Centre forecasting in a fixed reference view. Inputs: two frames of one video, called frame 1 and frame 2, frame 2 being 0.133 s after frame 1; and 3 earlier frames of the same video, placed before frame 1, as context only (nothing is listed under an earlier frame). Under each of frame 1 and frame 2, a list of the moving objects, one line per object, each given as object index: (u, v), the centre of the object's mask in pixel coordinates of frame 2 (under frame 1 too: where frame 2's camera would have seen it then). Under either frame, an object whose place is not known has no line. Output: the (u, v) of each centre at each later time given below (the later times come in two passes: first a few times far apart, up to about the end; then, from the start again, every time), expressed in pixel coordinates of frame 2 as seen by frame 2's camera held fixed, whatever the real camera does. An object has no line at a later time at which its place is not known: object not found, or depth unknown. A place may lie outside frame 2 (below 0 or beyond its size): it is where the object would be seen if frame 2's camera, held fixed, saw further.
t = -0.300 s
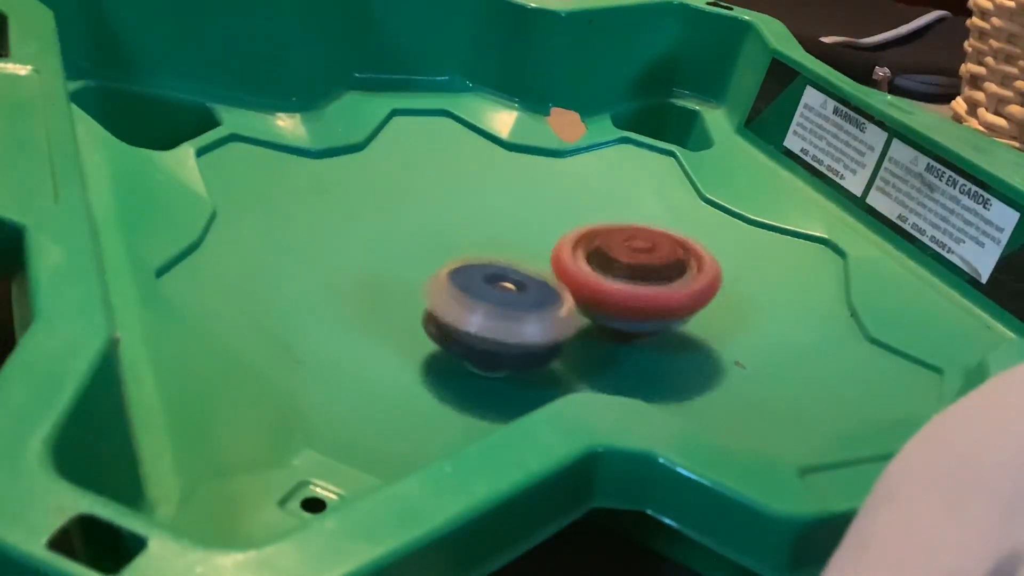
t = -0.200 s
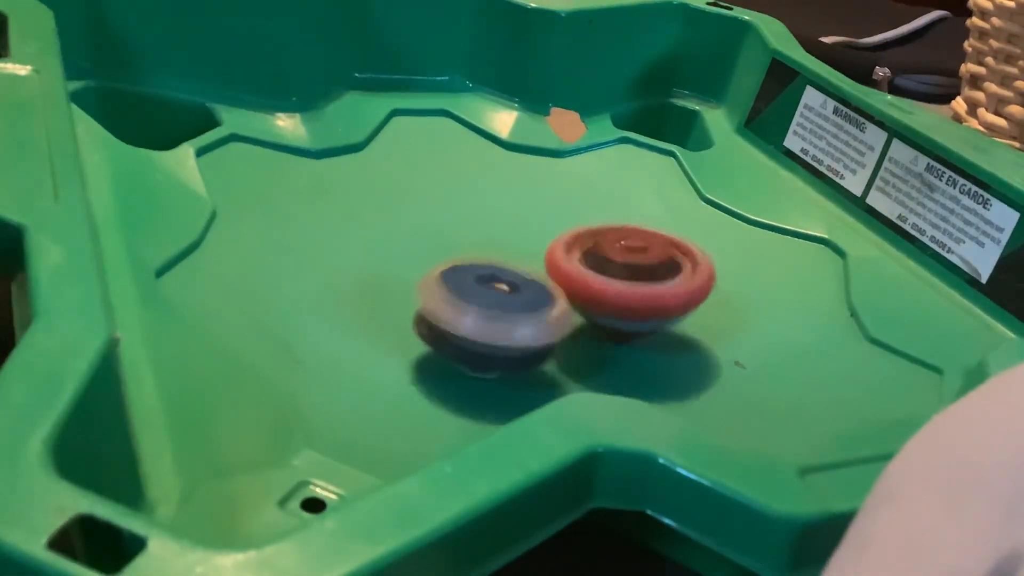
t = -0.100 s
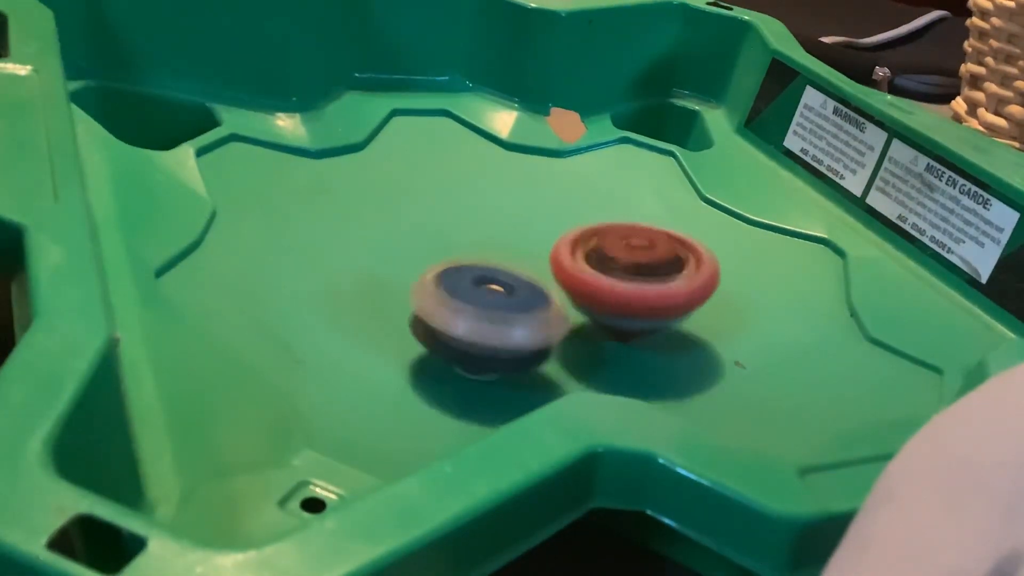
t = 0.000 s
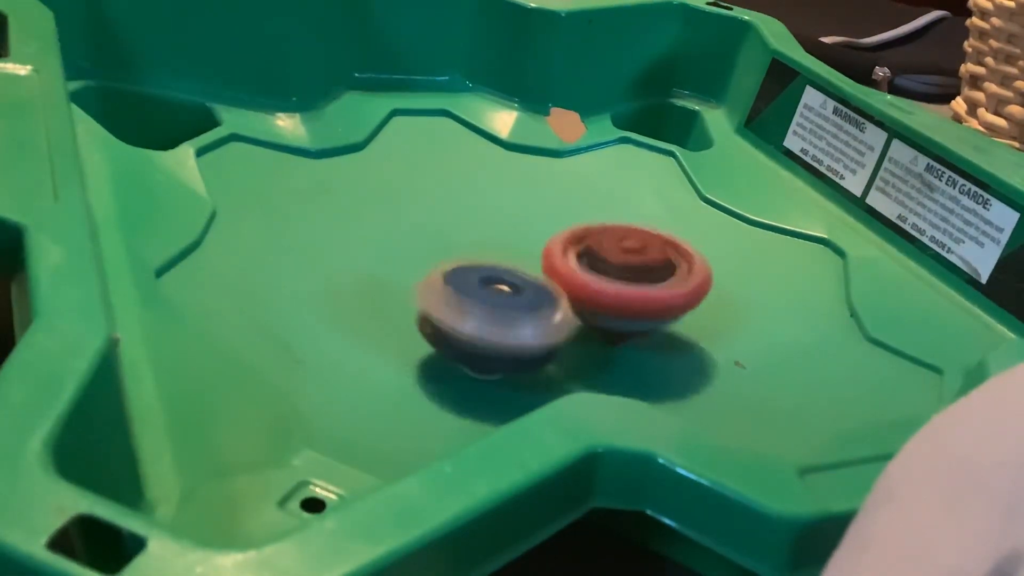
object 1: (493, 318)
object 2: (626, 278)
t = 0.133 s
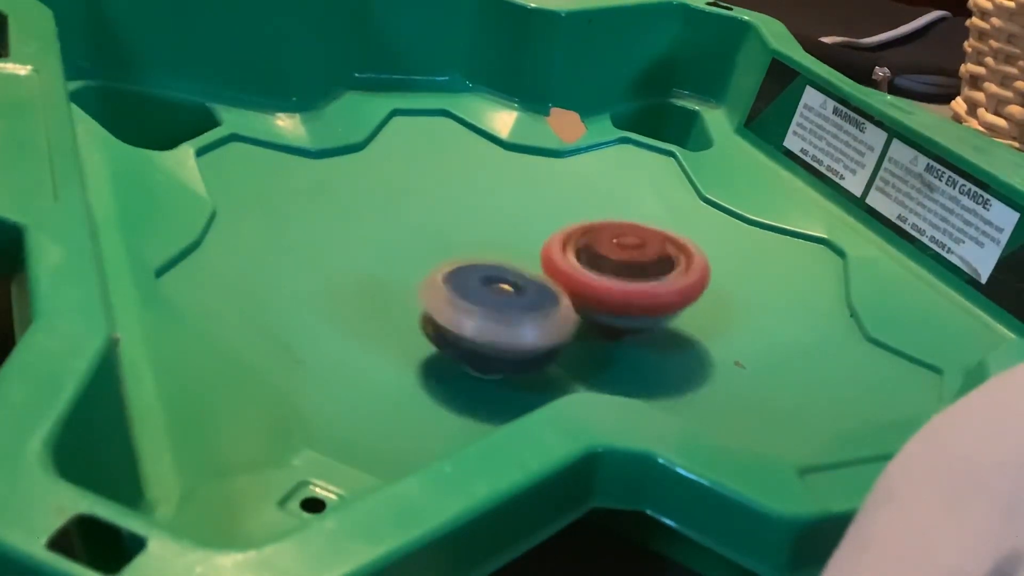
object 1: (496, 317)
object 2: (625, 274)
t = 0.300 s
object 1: (499, 315)
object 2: (624, 270)
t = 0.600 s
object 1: (505, 312)
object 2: (632, 268)
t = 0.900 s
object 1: (511, 314)
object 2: (641, 273)
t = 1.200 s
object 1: (509, 321)
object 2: (636, 276)
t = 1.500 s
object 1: (511, 322)
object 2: (610, 260)
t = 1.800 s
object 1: (505, 317)
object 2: (602, 254)
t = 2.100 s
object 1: (513, 318)
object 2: (606, 252)
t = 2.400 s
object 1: (522, 327)
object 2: (614, 257)
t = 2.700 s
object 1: (520, 331)
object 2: (620, 267)
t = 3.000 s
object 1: (511, 328)
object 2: (606, 262)
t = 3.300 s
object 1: (520, 323)
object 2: (592, 246)
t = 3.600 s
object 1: (534, 323)
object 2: (586, 239)
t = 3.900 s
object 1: (533, 329)
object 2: (584, 245)
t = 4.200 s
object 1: (518, 333)
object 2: (595, 258)
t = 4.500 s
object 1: (506, 339)
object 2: (589, 258)
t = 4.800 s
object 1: (514, 327)
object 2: (605, 271)
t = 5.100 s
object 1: (474, 371)
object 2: (589, 226)
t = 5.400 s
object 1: (501, 350)
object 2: (513, 262)
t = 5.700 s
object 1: (510, 356)
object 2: (538, 254)
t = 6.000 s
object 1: (562, 328)
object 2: (545, 246)
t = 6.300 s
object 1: (564, 349)
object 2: (562, 260)
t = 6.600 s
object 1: (480, 337)
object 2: (569, 271)
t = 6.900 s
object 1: (475, 320)
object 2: (575, 271)
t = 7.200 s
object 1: (474, 319)
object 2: (571, 270)
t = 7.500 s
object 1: (474, 319)
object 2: (571, 270)
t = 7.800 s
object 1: (474, 319)
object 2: (571, 270)
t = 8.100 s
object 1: (474, 319)
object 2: (571, 270)
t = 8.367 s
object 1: (474, 319)
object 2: (571, 270)
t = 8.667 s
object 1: (474, 319)
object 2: (571, 270)
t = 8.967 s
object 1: (474, 319)
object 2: (571, 270)
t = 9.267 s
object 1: (473, 319)
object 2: (571, 270)
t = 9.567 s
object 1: (473, 319)
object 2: (571, 270)
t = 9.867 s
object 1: (474, 319)
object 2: (571, 270)
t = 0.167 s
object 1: (497, 317)
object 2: (625, 274)
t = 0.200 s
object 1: (498, 316)
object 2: (624, 273)
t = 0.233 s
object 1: (498, 316)
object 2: (624, 272)
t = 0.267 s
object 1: (499, 316)
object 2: (624, 271)
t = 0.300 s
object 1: (499, 315)
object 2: (624, 270)
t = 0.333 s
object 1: (501, 315)
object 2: (625, 270)
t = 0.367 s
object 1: (503, 314)
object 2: (626, 269)
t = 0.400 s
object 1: (503, 314)
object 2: (627, 269)
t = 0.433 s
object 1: (503, 313)
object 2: (628, 268)
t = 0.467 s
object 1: (504, 313)
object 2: (628, 268)
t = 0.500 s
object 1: (504, 312)
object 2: (630, 268)
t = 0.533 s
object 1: (504, 312)
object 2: (631, 268)
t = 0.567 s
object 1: (505, 311)
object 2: (631, 268)
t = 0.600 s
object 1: (505, 312)
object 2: (632, 268)
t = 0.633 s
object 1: (503, 312)
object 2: (636, 267)
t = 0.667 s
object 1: (503, 312)
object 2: (637, 267)
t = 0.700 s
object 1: (505, 312)
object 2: (641, 268)
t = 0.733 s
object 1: (506, 311)
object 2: (638, 268)
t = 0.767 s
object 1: (510, 311)
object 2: (639, 270)
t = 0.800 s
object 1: (511, 312)
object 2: (639, 270)
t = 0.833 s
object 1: (510, 312)
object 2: (639, 271)
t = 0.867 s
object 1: (511, 313)
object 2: (640, 272)
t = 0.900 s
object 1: (511, 314)
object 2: (641, 273)
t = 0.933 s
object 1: (509, 315)
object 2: (643, 274)
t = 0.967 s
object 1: (509, 315)
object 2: (644, 274)
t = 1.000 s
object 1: (509, 315)
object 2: (642, 275)
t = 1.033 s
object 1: (506, 318)
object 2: (643, 276)
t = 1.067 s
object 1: (505, 319)
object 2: (645, 276)
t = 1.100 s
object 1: (504, 320)
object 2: (645, 275)
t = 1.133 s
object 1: (506, 320)
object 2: (644, 276)
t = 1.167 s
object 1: (507, 321)
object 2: (640, 276)
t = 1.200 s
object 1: (509, 321)
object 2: (636, 276)
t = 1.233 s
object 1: (509, 322)
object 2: (632, 275)
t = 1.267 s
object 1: (508, 323)
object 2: (630, 273)
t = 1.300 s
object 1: (508, 324)
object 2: (628, 271)
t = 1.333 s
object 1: (510, 324)
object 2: (625, 270)
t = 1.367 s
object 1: (509, 325)
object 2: (622, 268)
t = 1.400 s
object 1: (509, 324)
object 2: (620, 267)
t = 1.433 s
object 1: (510, 324)
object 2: (617, 263)
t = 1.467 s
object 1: (511, 324)
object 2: (615, 262)
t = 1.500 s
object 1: (511, 322)
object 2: (610, 260)
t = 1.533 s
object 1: (509, 323)
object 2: (610, 257)
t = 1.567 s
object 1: (506, 324)
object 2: (610, 256)
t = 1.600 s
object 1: (505, 323)
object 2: (611, 254)
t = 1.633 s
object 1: (505, 323)
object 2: (611, 253)
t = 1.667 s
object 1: (504, 322)
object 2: (610, 252)
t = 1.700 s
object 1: (505, 321)
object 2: (610, 252)
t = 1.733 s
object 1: (506, 319)
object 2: (608, 252)
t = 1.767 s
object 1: (507, 317)
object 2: (605, 254)
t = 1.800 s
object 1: (505, 317)
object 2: (602, 254)
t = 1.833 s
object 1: (504, 316)
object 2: (601, 253)
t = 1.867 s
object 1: (506, 317)
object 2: (602, 253)
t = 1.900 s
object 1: (507, 317)
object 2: (602, 252)
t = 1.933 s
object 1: (507, 317)
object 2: (603, 252)
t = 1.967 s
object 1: (507, 318)
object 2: (605, 251)
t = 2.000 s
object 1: (509, 317)
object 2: (605, 251)
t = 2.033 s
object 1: (511, 318)
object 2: (606, 251)
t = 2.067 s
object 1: (513, 317)
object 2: (606, 251)
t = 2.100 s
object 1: (513, 318)
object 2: (606, 252)
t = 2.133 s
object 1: (515, 319)
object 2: (607, 252)
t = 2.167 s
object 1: (517, 320)
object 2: (607, 252)
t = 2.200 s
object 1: (515, 321)
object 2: (608, 253)
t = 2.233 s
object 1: (516, 321)
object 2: (610, 253)
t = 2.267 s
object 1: (518, 323)
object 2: (611, 254)
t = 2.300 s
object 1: (519, 322)
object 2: (612, 254)
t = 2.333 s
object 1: (521, 324)
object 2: (610, 256)
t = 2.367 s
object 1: (522, 325)
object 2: (613, 257)
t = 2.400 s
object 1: (522, 327)
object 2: (614, 257)
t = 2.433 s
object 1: (523, 327)
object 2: (615, 258)
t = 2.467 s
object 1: (524, 328)
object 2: (614, 260)
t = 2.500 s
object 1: (520, 330)
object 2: (616, 261)
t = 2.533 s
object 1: (519, 332)
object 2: (619, 261)
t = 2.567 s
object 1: (519, 333)
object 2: (622, 262)
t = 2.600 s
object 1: (520, 332)
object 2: (623, 262)
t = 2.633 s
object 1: (520, 333)
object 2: (623, 263)
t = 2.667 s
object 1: (521, 331)
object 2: (621, 264)
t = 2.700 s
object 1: (520, 331)
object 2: (620, 267)
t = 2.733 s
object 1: (521, 331)
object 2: (619, 268)
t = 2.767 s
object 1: (518, 333)
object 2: (617, 267)
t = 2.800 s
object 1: (517, 332)
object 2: (616, 267)
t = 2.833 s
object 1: (515, 332)
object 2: (614, 267)
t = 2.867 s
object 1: (514, 330)
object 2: (613, 266)
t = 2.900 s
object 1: (511, 330)
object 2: (611, 266)
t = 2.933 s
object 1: (513, 328)
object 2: (610, 262)
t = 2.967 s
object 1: (511, 329)
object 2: (608, 264)
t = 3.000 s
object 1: (511, 328)
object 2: (606, 262)
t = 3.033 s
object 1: (509, 328)
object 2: (605, 259)
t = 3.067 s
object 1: (510, 328)
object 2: (605, 257)
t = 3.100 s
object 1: (510, 327)
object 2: (604, 255)
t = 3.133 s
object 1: (513, 325)
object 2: (602, 255)
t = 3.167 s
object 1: (513, 325)
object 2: (599, 253)
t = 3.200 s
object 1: (516, 324)
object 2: (597, 251)
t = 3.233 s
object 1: (517, 324)
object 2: (596, 249)
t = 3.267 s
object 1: (519, 323)
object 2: (593, 247)
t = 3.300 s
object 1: (520, 323)
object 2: (592, 246)
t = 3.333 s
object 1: (521, 323)
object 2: (591, 243)
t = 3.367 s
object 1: (523, 324)
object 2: (592, 241)
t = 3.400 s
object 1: (527, 323)
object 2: (591, 239)
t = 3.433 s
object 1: (527, 322)
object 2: (591, 238)
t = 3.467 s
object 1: (530, 322)
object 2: (589, 239)
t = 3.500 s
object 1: (531, 321)
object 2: (589, 238)
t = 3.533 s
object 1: (531, 322)
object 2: (587, 238)
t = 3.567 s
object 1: (532, 322)
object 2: (588, 238)
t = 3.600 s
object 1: (534, 323)
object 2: (586, 239)
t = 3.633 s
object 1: (535, 324)
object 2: (585, 238)
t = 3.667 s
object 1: (535, 326)
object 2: (585, 238)
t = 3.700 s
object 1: (535, 325)
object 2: (586, 238)
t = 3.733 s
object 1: (535, 326)
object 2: (585, 239)
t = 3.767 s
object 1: (536, 326)
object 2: (585, 241)
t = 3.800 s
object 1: (536, 327)
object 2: (584, 241)
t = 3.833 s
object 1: (535, 328)
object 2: (583, 243)
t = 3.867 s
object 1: (534, 328)
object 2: (585, 243)
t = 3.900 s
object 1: (533, 329)
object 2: (584, 245)
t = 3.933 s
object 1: (533, 330)
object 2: (585, 246)
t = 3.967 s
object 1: (529, 332)
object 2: (586, 247)
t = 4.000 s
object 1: (530, 332)
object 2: (587, 248)
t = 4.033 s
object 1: (528, 332)
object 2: (588, 249)
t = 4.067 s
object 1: (526, 333)
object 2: (590, 251)
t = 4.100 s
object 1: (525, 333)
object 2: (590, 252)
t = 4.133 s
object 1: (521, 334)
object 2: (589, 254)
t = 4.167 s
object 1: (521, 333)
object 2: (592, 255)
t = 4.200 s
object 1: (518, 333)
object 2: (595, 258)
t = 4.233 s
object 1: (517, 335)
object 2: (596, 260)
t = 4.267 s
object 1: (515, 334)
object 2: (598, 260)
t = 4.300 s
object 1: (514, 335)
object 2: (598, 262)
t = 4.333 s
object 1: (514, 334)
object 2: (596, 263)
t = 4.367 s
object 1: (511, 335)
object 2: (595, 261)
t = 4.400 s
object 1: (507, 337)
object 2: (595, 262)
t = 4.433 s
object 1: (506, 338)
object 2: (592, 261)
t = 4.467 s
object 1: (506, 339)
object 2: (589, 258)
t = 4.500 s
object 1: (506, 339)
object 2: (589, 258)
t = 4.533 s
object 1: (504, 338)
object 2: (593, 263)
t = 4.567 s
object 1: (504, 339)
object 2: (600, 270)
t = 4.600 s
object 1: (504, 337)
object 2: (608, 275)
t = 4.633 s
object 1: (504, 337)
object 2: (609, 279)
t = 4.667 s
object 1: (507, 335)
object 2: (610, 280)
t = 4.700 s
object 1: (507, 333)
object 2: (608, 276)
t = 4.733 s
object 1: (509, 332)
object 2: (606, 273)
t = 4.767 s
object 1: (513, 330)
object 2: (603, 271)
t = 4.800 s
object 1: (514, 327)
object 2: (605, 271)
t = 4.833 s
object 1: (510, 327)
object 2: (605, 268)
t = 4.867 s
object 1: (502, 348)
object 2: (600, 259)
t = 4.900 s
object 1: (492, 355)
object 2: (602, 251)
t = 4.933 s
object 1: (485, 364)
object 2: (602, 238)
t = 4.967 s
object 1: (485, 368)
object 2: (601, 231)
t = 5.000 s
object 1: (484, 370)
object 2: (599, 225)
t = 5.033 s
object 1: (479, 371)
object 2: (597, 223)
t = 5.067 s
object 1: (476, 371)
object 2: (594, 222)
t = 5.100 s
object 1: (474, 371)
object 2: (589, 226)
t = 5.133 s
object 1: (471, 370)
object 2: (584, 228)
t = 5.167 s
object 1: (472, 368)
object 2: (578, 234)
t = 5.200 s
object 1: (472, 365)
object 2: (567, 239)
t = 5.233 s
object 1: (474, 363)
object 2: (554, 243)
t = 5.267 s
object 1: (480, 359)
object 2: (541, 255)
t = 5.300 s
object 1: (485, 355)
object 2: (531, 257)
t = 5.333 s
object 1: (492, 352)
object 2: (524, 262)
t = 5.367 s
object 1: (501, 350)
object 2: (514, 258)
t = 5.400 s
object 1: (501, 350)
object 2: (513, 262)
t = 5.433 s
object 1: (499, 352)
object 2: (517, 264)
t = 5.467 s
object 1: (504, 353)
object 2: (518, 270)
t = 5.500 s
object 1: (509, 355)
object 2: (525, 268)
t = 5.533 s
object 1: (509, 354)
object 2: (527, 263)
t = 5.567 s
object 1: (508, 355)
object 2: (528, 258)
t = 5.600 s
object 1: (508, 357)
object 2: (530, 256)
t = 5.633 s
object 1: (507, 357)
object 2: (532, 254)
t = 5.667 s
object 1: (508, 358)
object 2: (534, 256)
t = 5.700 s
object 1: (510, 356)
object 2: (538, 254)
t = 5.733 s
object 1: (514, 353)
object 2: (544, 255)
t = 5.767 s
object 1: (519, 347)
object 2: (546, 252)
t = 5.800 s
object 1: (523, 344)
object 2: (543, 253)
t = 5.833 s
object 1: (526, 341)
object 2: (543, 254)
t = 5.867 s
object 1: (536, 341)
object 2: (541, 253)
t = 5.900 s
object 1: (544, 337)
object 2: (541, 250)
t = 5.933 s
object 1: (552, 332)
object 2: (537, 247)
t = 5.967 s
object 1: (560, 331)
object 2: (542, 247)
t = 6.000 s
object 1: (562, 328)
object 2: (545, 246)
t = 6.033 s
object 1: (563, 328)
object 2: (548, 248)
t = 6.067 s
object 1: (566, 331)
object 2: (550, 252)
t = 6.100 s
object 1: (567, 334)
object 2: (554, 255)
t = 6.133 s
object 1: (569, 336)
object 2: (554, 258)
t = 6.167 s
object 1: (570, 341)
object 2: (555, 263)
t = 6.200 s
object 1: (569, 343)
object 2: (558, 266)
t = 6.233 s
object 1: (568, 347)
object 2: (558, 264)
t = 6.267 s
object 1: (568, 348)
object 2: (560, 261)
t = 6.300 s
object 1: (564, 349)
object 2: (562, 260)
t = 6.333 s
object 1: (558, 348)
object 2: (562, 259)
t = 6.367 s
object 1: (551, 348)
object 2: (562, 258)
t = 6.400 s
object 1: (546, 349)
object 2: (561, 258)
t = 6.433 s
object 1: (538, 350)
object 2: (560, 260)
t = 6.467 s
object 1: (530, 351)
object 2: (561, 261)
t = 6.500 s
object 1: (514, 346)
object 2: (564, 260)
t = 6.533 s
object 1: (501, 342)
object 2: (568, 262)
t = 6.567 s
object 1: (490, 339)
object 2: (569, 265)
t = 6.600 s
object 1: (480, 337)
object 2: (569, 271)
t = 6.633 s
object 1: (474, 336)
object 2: (570, 275)
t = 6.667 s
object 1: (473, 331)
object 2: (571, 275)
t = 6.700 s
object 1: (472, 326)
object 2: (571, 273)
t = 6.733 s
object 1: (471, 322)
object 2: (572, 271)
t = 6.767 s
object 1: (469, 319)
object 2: (573, 271)
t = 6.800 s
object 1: (470, 319)
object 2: (573, 271)
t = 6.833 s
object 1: (471, 319)
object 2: (574, 272)
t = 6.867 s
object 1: (474, 319)
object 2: (575, 272)
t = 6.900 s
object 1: (475, 320)
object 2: (575, 271)
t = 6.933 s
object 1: (475, 320)
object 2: (574, 271)
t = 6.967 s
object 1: (474, 320)
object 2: (572, 271)
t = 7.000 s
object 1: (474, 320)
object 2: (571, 270)
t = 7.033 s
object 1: (474, 319)
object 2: (571, 270)
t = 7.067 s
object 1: (474, 320)
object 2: (571, 270)
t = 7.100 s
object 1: (474, 319)
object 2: (571, 270)
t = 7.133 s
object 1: (474, 319)
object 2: (571, 270)
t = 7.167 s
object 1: (474, 319)
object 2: (571, 270)
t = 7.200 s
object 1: (474, 319)
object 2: (571, 270)
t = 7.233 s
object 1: (474, 319)
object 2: (571, 270)
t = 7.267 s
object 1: (474, 319)
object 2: (571, 270)
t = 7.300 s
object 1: (474, 319)
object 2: (571, 270)
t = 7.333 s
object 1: (474, 319)
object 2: (571, 270)
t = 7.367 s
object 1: (474, 319)
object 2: (571, 270)
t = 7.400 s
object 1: (474, 319)
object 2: (571, 270)
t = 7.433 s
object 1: (474, 319)
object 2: (571, 270)
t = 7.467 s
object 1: (474, 319)
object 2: (571, 270)
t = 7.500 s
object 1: (474, 319)
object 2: (571, 270)
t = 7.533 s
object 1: (474, 319)
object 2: (571, 270)
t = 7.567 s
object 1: (474, 319)
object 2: (571, 270)
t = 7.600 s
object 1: (474, 319)
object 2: (571, 270)
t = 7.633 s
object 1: (474, 319)
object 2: (571, 270)
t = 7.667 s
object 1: (474, 319)
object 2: (571, 270)
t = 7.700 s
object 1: (474, 319)
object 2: (571, 270)
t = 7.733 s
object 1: (474, 319)
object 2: (571, 270)
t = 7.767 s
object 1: (474, 319)
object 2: (571, 270)
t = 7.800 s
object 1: (474, 319)
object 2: (571, 270)
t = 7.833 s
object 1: (474, 319)
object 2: (571, 270)
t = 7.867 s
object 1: (474, 319)
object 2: (571, 270)
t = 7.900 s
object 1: (474, 319)
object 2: (571, 270)
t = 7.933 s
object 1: (474, 319)
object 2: (571, 270)
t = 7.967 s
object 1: (474, 319)
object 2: (571, 270)
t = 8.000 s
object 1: (474, 319)
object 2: (571, 270)
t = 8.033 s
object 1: (474, 319)
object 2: (571, 270)
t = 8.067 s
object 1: (474, 319)
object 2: (571, 270)
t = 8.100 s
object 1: (474, 319)
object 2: (571, 270)
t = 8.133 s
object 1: (474, 319)
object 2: (571, 270)
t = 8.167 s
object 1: (474, 319)
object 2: (571, 270)
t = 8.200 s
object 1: (473, 319)
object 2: (571, 270)
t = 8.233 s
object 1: (473, 319)
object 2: (571, 270)
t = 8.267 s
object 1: (474, 319)
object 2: (571, 270)
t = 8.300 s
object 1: (474, 319)
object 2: (571, 270)
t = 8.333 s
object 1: (474, 319)
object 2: (571, 270)
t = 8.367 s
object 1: (474, 319)
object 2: (571, 270)
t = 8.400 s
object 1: (474, 319)
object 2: (571, 270)
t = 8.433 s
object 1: (474, 319)
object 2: (571, 270)
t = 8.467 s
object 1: (474, 319)
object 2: (571, 270)
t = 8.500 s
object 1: (474, 319)
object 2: (571, 270)
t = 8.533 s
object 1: (474, 319)
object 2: (571, 270)
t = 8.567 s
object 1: (474, 319)
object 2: (571, 270)
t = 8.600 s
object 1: (474, 319)
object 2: (571, 270)
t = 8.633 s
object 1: (474, 319)
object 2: (571, 270)
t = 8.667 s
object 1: (474, 319)
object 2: (571, 270)
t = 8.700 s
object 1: (474, 319)
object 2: (571, 270)
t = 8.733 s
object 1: (474, 319)
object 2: (571, 270)
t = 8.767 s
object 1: (474, 319)
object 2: (571, 270)
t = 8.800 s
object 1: (474, 319)
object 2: (571, 270)
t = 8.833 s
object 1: (474, 319)
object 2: (571, 270)
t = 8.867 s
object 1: (474, 319)
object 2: (571, 270)
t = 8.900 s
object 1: (474, 319)
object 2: (571, 270)
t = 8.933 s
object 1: (474, 319)
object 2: (571, 270)
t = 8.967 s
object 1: (474, 319)
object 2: (571, 270)
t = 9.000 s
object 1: (474, 319)
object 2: (571, 270)
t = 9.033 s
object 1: (474, 319)
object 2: (571, 270)
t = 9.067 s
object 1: (474, 319)
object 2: (571, 270)
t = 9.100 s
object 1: (473, 319)
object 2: (571, 270)
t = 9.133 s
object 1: (473, 319)
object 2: (571, 270)
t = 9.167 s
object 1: (473, 319)
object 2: (571, 270)
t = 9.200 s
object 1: (473, 319)
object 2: (571, 270)
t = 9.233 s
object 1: (473, 319)
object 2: (571, 270)
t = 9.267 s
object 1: (473, 319)
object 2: (571, 270)
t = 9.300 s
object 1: (473, 319)
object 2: (571, 270)
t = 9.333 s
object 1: (473, 319)
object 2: (571, 270)
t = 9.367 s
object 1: (473, 319)
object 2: (571, 270)
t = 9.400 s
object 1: (473, 319)
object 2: (571, 270)
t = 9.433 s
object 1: (473, 319)
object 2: (571, 270)
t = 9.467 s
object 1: (473, 319)
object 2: (571, 270)
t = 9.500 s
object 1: (473, 319)
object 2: (571, 270)
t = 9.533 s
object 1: (473, 319)
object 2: (571, 270)
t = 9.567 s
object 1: (473, 319)
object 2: (571, 270)
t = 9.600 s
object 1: (473, 319)
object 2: (571, 270)
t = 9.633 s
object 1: (473, 319)
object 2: (571, 270)
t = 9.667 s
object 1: (473, 319)
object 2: (571, 270)
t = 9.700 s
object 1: (473, 319)
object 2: (571, 270)
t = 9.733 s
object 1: (473, 319)
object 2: (571, 270)
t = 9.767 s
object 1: (474, 319)
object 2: (571, 270)
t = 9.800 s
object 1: (473, 319)
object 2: (571, 270)
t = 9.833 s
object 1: (473, 319)
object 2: (571, 270)
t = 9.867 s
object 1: (474, 319)
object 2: (571, 270)
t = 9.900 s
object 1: (474, 319)
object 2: (571, 270)
